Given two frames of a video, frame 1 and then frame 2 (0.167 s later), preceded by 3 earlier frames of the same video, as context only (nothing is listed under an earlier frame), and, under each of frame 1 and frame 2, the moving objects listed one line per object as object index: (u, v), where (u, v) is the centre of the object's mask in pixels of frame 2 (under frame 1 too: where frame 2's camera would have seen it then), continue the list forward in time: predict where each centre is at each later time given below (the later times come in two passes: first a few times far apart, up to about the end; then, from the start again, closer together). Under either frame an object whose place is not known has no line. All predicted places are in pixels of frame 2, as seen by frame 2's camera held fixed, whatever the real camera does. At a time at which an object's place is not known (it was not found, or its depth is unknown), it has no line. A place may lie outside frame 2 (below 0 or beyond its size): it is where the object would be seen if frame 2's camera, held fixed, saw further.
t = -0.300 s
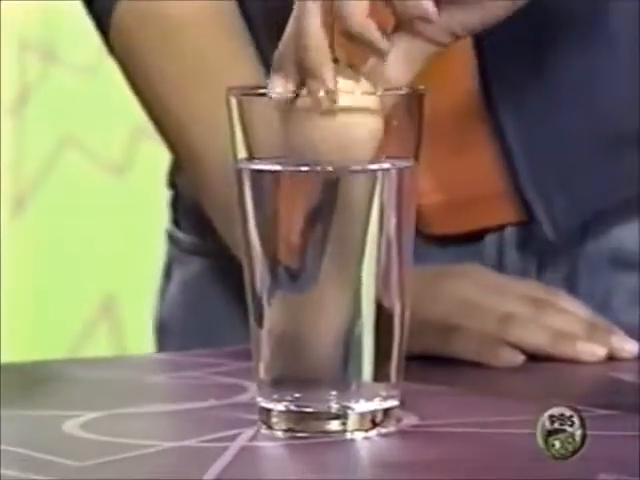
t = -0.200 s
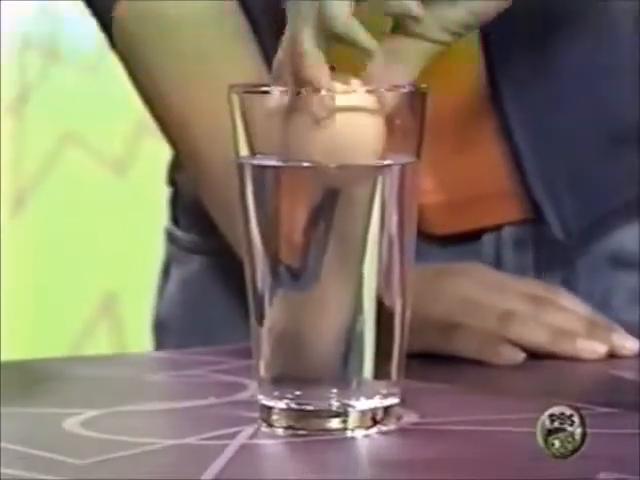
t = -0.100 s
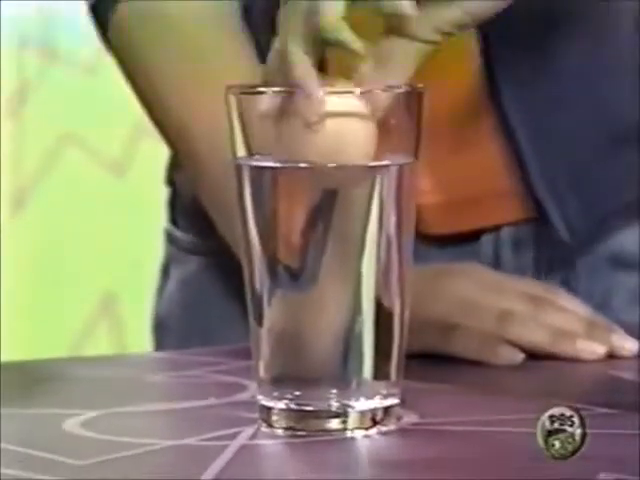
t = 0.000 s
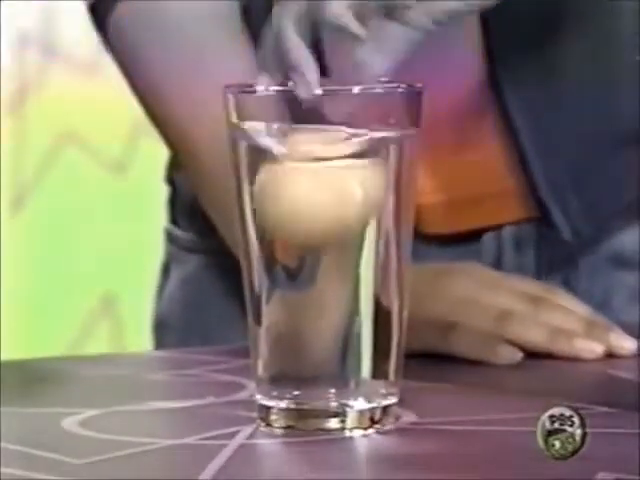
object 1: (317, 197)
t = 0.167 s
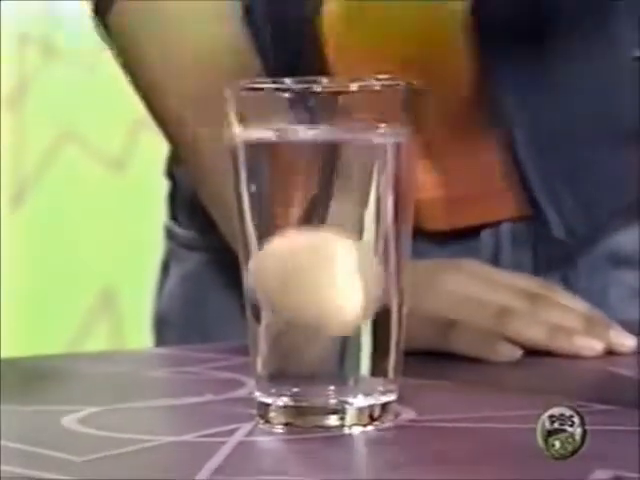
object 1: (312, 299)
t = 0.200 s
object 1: (315, 306)
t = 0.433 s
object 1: (334, 323)
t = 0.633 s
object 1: (329, 333)
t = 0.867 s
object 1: (327, 335)
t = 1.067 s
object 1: (326, 335)
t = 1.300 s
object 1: (328, 336)
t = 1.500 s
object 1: (329, 336)
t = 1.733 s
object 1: (331, 336)
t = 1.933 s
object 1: (334, 337)
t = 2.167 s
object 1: (339, 337)
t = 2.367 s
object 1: (341, 337)
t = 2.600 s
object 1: (340, 337)
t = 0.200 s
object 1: (315, 306)
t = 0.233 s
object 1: (322, 313)
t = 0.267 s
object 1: (331, 317)
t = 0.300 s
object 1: (333, 319)
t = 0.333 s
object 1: (335, 319)
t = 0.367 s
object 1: (337, 318)
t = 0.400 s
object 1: (335, 321)
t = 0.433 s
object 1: (334, 323)
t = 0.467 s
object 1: (333, 325)
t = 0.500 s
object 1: (331, 326)
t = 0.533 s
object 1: (330, 328)
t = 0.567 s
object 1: (330, 329)
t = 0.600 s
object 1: (329, 330)
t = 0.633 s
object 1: (329, 333)
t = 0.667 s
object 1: (329, 334)
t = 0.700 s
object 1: (328, 336)
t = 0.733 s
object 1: (328, 337)
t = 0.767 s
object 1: (328, 336)
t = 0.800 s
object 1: (328, 335)
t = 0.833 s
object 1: (328, 335)
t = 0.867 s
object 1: (327, 335)
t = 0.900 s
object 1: (327, 335)
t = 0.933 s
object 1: (327, 335)
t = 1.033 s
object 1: (326, 336)
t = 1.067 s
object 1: (326, 335)
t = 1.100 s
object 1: (326, 335)
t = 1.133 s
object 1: (326, 336)
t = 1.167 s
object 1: (327, 336)
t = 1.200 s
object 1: (327, 335)
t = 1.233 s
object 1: (328, 335)
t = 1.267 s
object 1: (328, 336)
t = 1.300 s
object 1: (328, 336)
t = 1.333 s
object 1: (328, 336)
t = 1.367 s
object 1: (329, 336)
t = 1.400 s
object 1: (328, 336)
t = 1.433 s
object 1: (329, 336)
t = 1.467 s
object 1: (329, 336)
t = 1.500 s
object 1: (329, 336)
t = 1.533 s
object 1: (329, 336)
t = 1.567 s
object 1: (330, 336)
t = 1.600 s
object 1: (330, 336)
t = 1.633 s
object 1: (330, 336)
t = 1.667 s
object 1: (331, 336)
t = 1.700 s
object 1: (331, 336)
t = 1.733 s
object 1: (331, 336)
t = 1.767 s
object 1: (332, 336)
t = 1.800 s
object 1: (332, 336)
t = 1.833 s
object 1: (332, 336)
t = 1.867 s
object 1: (334, 337)
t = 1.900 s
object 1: (334, 337)
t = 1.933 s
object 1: (334, 337)
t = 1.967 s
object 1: (334, 337)
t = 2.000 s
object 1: (335, 337)
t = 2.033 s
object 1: (335, 337)
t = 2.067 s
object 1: (336, 337)
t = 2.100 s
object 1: (339, 337)
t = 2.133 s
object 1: (339, 337)
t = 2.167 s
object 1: (339, 337)
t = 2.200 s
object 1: (340, 337)
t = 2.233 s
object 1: (340, 337)
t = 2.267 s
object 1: (340, 337)
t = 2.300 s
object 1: (341, 337)
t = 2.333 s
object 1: (341, 337)
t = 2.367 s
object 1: (341, 337)
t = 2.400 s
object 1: (341, 337)
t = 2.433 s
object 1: (341, 337)
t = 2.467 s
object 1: (340, 337)
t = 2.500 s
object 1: (340, 337)
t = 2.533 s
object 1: (340, 337)
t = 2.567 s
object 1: (340, 337)
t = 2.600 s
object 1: (340, 337)
